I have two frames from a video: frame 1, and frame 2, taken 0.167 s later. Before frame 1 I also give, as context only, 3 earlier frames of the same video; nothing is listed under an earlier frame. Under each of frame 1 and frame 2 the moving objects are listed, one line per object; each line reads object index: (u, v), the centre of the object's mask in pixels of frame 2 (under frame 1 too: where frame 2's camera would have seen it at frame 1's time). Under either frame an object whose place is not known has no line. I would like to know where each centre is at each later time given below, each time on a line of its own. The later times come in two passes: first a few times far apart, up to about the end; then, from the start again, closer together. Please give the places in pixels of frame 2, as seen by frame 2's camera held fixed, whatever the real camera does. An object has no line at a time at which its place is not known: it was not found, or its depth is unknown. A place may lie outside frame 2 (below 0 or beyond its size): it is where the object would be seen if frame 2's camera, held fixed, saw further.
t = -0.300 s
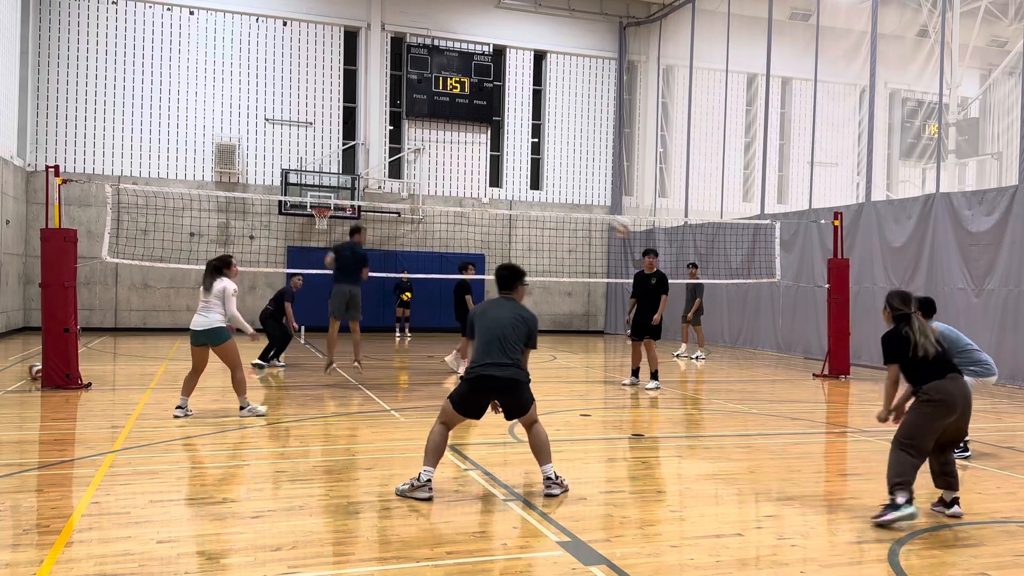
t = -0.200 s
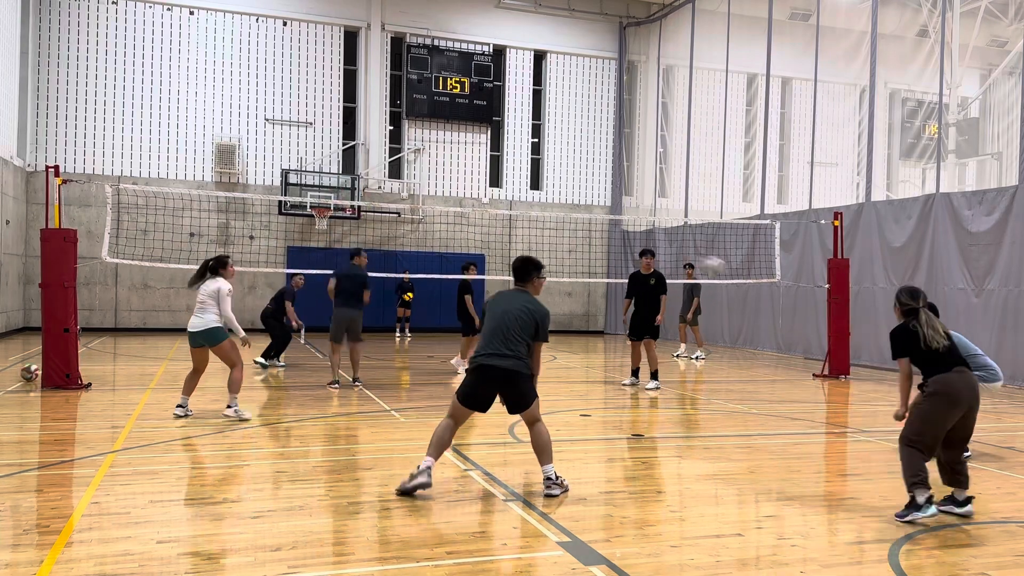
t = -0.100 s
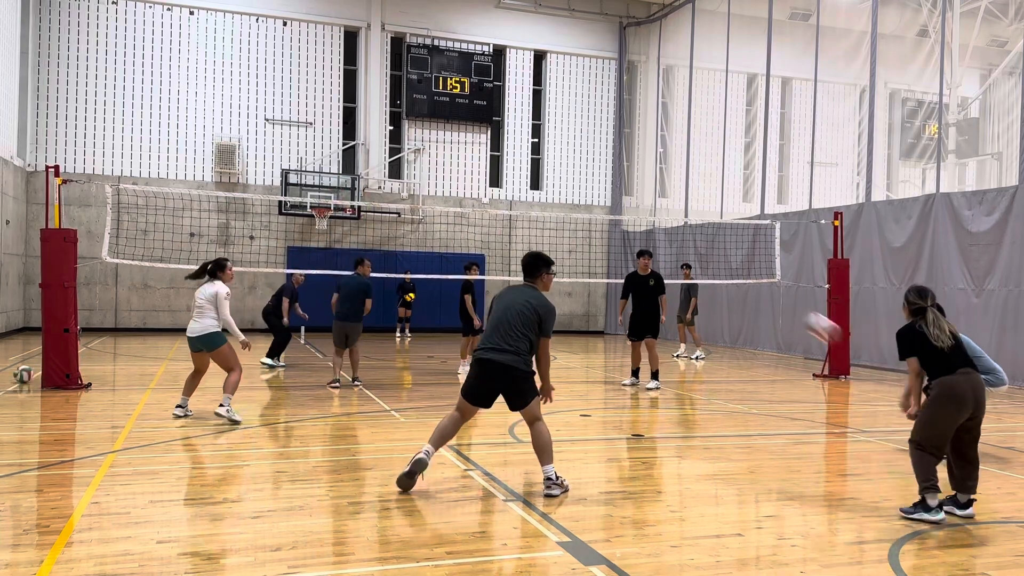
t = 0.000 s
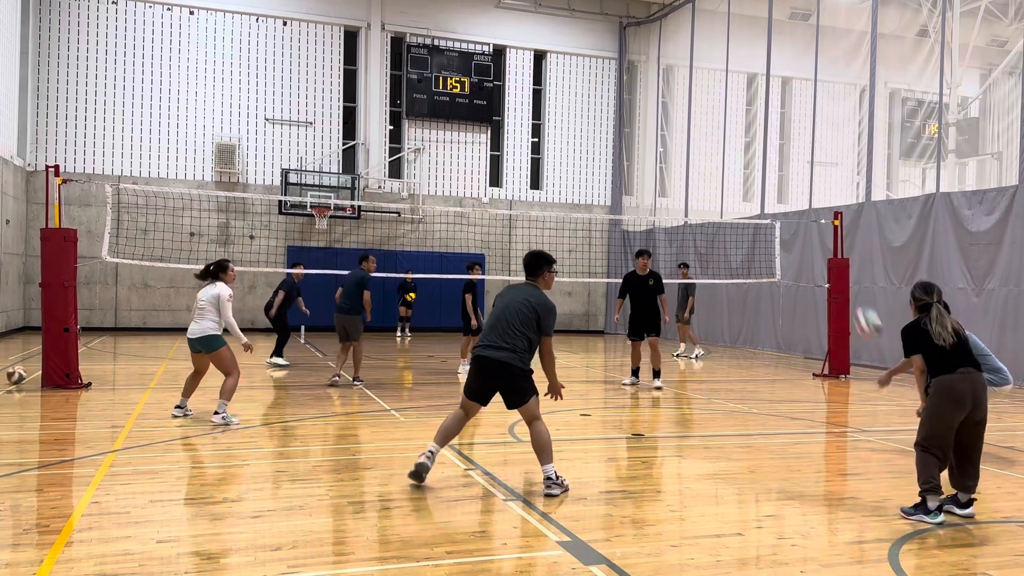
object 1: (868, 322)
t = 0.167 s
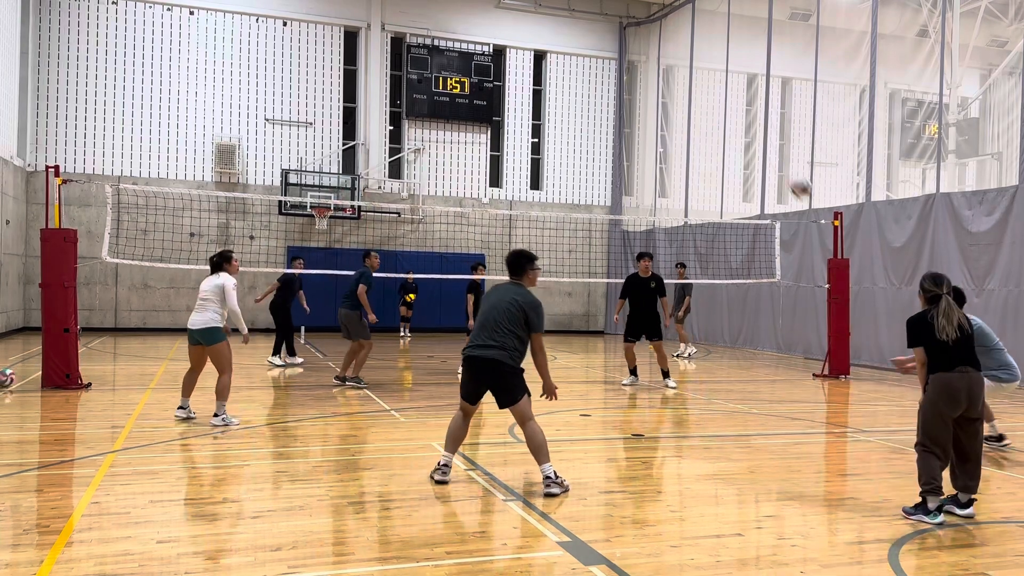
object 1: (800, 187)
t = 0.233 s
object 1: (776, 145)
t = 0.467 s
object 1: (699, 50)
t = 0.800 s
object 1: (608, 15)
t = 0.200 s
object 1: (788, 166)
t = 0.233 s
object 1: (776, 145)
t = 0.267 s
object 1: (763, 127)
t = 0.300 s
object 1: (752, 110)
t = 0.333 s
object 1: (741, 96)
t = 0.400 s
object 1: (719, 71)
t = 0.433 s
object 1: (709, 59)
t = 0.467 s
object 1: (699, 50)
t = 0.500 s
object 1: (688, 41)
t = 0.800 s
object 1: (608, 15)
